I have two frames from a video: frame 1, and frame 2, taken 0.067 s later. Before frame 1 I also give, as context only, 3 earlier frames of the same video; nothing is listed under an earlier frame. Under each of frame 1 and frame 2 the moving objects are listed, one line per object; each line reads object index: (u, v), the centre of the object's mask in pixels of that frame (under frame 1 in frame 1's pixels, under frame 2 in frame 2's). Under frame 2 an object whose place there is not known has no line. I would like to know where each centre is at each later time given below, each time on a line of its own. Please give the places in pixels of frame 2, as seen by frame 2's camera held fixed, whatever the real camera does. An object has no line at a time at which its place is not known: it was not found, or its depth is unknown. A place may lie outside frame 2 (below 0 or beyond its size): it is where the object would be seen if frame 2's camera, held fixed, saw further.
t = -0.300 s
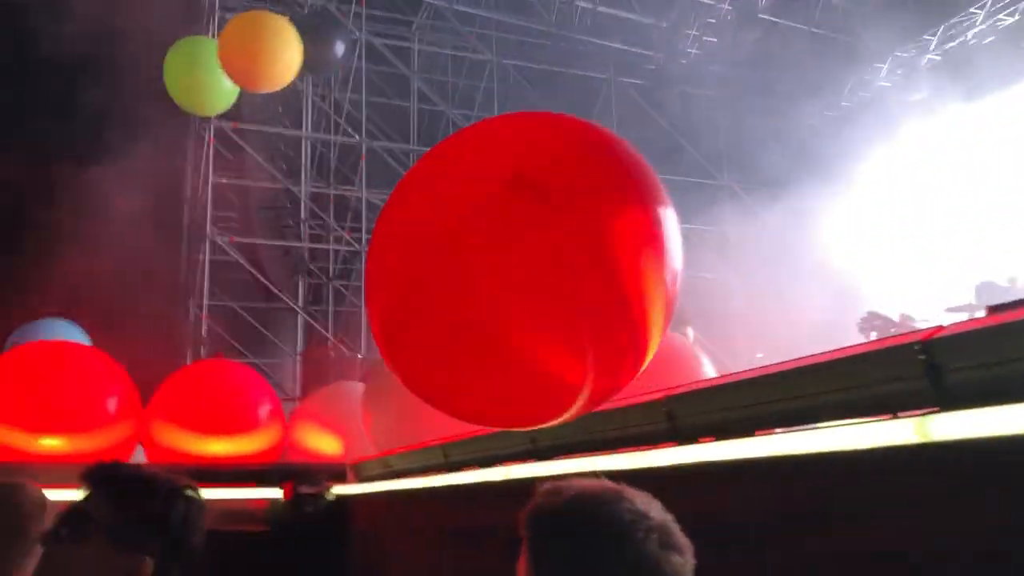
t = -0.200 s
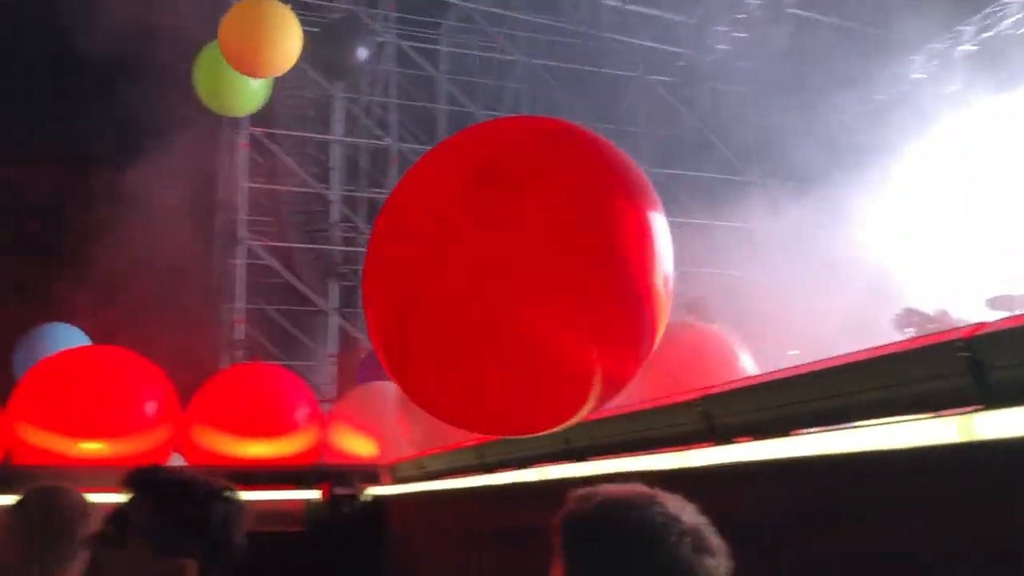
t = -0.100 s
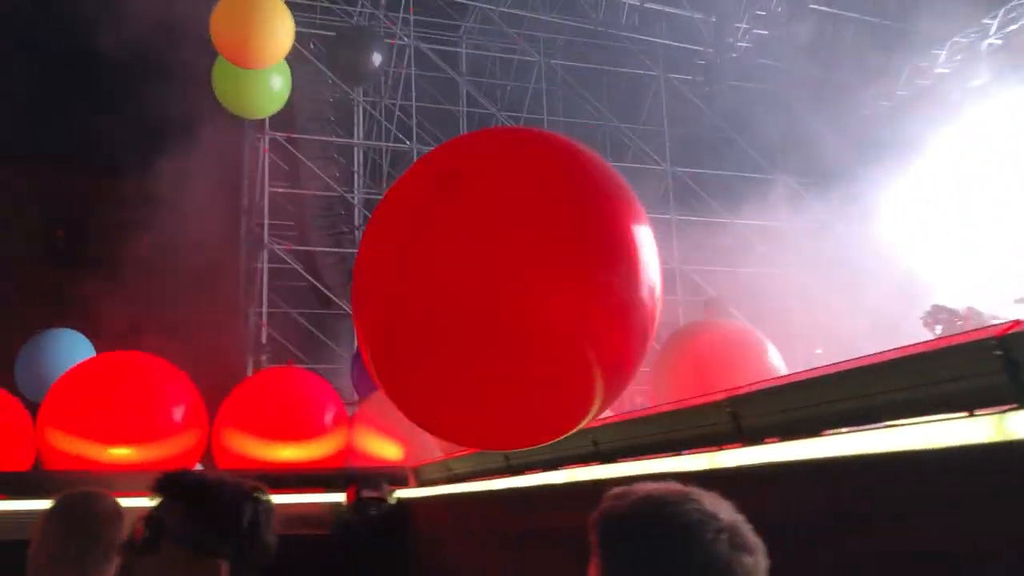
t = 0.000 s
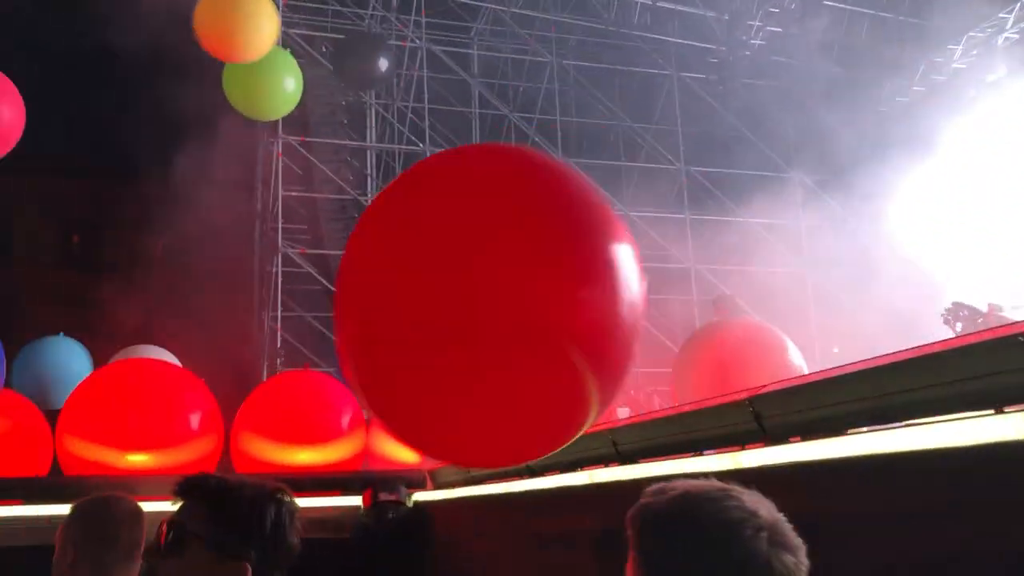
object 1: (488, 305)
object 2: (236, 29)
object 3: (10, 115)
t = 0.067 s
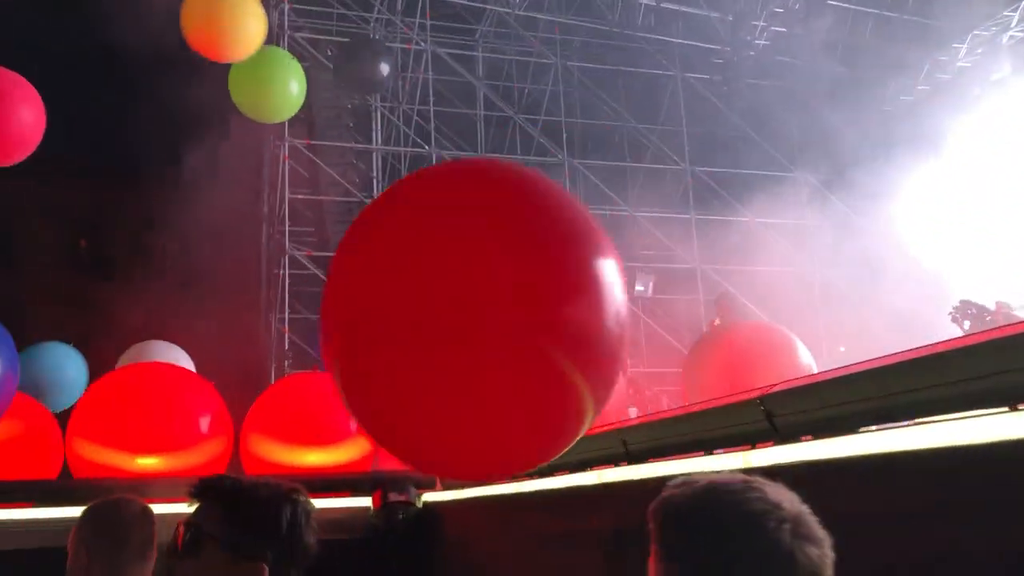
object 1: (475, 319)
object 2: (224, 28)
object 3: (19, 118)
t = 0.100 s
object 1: (463, 327)
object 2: (215, 27)
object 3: (21, 118)
